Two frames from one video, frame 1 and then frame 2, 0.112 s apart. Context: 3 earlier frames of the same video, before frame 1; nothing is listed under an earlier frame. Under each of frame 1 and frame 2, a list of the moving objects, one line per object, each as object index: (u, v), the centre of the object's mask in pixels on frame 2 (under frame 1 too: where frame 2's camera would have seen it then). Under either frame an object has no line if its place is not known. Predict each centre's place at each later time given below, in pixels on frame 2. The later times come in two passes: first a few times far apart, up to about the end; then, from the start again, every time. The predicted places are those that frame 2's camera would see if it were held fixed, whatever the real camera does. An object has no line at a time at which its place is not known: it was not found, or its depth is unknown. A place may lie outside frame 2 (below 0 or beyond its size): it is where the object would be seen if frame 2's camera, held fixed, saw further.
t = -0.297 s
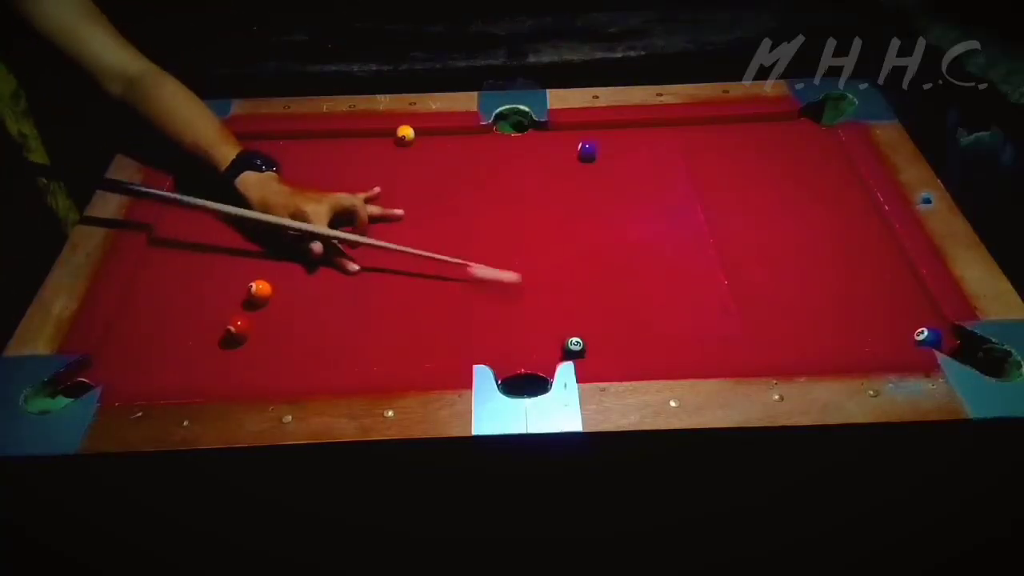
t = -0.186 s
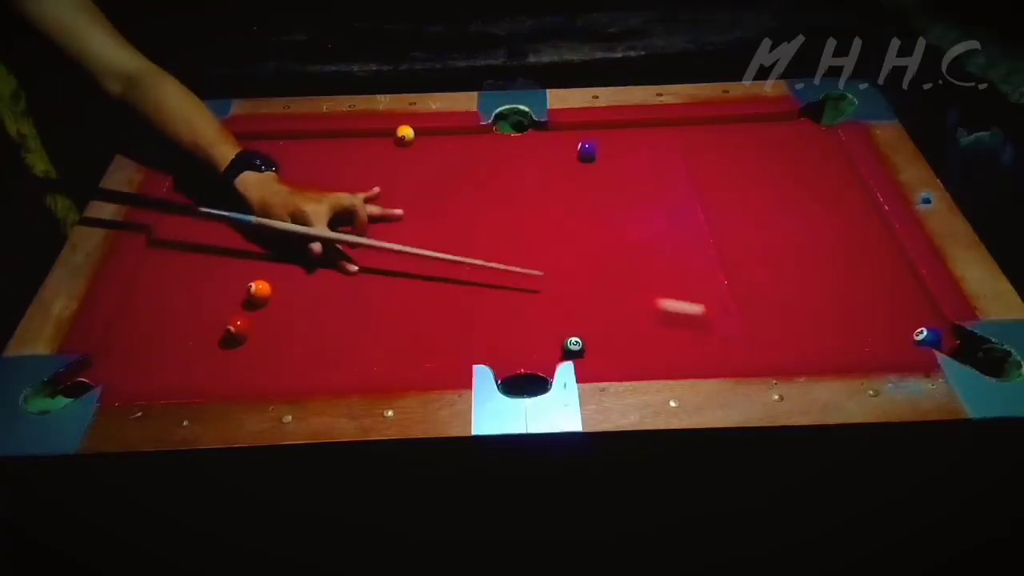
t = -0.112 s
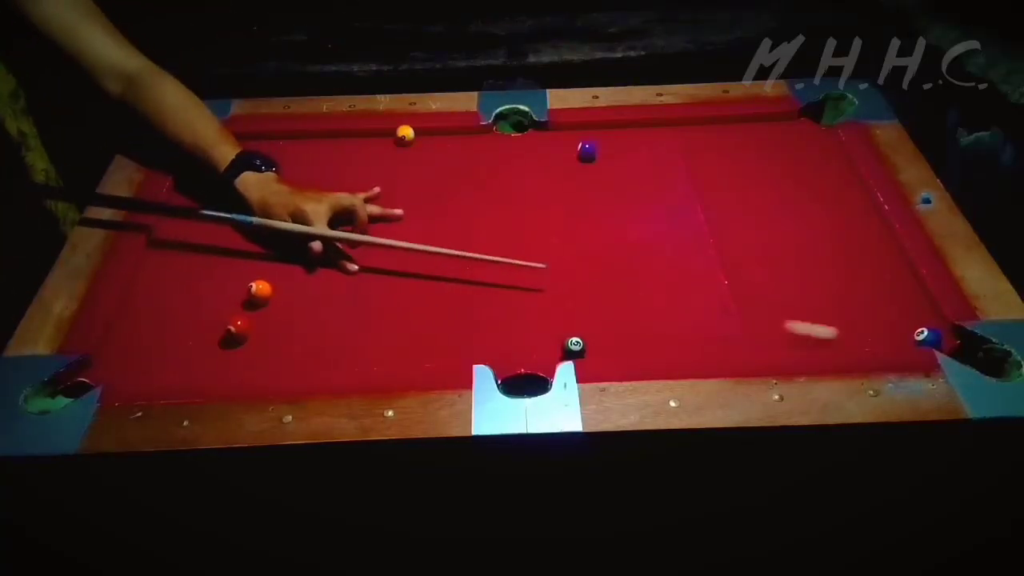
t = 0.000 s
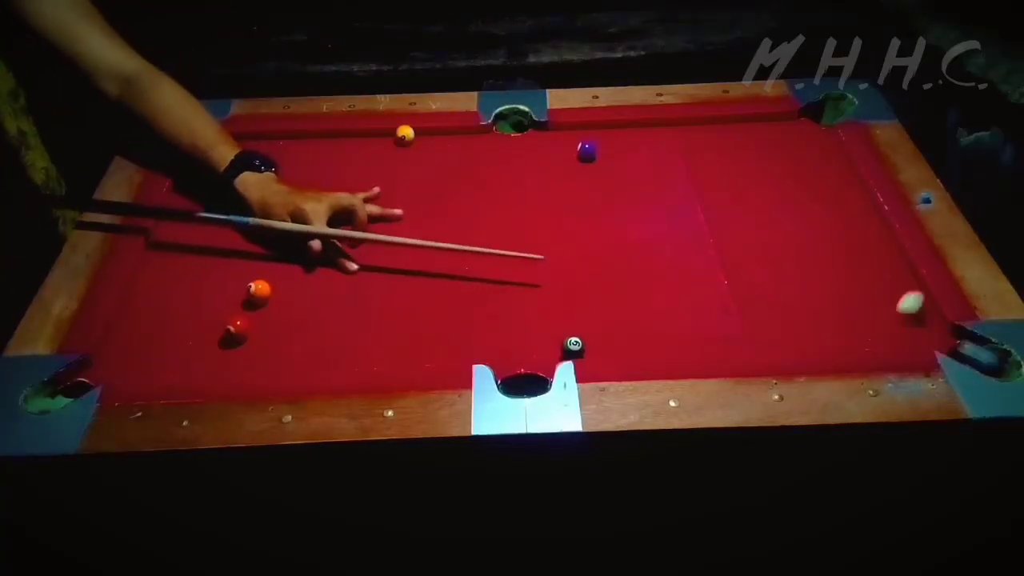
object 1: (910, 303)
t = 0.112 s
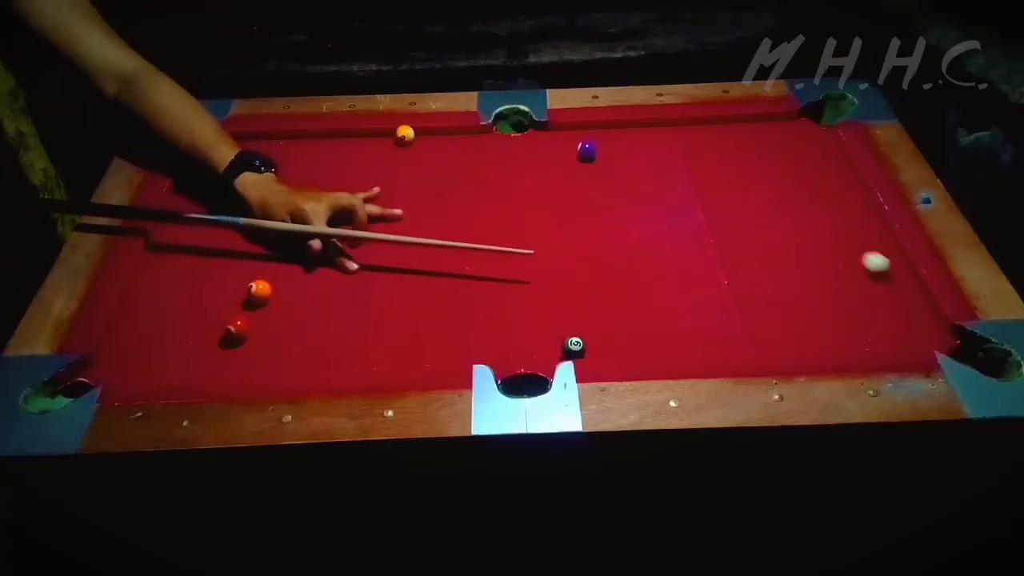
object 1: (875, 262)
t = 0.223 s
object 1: (836, 232)
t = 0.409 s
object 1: (780, 188)
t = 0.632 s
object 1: (726, 147)
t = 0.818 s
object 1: (690, 122)
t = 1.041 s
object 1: (658, 136)
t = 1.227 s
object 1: (633, 146)
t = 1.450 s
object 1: (608, 156)
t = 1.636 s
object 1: (592, 162)
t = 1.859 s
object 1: (577, 168)
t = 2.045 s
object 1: (570, 171)
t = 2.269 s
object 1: (568, 172)
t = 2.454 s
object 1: (568, 172)
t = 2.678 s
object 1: (568, 172)
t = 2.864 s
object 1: (568, 172)
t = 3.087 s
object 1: (568, 172)
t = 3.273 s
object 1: (568, 172)
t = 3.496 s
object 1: (568, 172)
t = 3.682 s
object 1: (568, 172)
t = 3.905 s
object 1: (568, 172)
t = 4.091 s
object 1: (568, 172)
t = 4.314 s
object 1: (568, 172)
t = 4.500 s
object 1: (568, 172)
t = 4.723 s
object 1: (568, 172)
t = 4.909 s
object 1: (568, 172)
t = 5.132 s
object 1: (568, 172)
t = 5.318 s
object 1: (568, 172)
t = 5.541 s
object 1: (568, 172)
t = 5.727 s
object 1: (568, 172)
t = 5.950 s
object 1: (568, 172)
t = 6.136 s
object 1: (569, 172)
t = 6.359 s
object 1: (568, 172)
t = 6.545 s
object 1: (568, 172)
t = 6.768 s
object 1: (568, 172)
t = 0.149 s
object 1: (861, 251)
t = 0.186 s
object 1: (848, 241)
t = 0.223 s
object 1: (836, 232)
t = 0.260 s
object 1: (824, 222)
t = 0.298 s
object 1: (812, 213)
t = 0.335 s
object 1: (801, 204)
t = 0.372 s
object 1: (790, 196)
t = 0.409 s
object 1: (780, 188)
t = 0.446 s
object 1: (770, 181)
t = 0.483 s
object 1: (761, 173)
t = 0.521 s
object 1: (751, 166)
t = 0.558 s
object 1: (743, 159)
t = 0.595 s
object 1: (734, 153)
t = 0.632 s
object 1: (726, 147)
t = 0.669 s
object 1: (718, 141)
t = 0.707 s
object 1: (711, 135)
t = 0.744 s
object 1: (703, 129)
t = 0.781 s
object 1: (696, 124)
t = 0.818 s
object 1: (690, 122)
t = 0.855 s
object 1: (684, 125)
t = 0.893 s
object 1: (678, 127)
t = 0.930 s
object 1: (674, 130)
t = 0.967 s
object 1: (668, 132)
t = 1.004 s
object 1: (663, 135)
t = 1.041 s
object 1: (658, 136)
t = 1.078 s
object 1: (653, 138)
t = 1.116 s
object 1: (647, 140)
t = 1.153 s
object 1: (643, 143)
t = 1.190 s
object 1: (638, 144)
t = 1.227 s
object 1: (633, 146)
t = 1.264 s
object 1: (629, 148)
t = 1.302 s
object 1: (624, 150)
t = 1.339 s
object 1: (620, 152)
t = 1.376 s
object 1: (616, 153)
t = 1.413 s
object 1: (612, 155)
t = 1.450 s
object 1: (608, 156)
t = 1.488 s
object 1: (605, 158)
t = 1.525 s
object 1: (601, 159)
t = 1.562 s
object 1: (598, 160)
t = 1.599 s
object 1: (594, 161)
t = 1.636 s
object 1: (592, 162)
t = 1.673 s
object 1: (589, 164)
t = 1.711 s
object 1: (586, 165)
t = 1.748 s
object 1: (584, 166)
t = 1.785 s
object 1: (581, 167)
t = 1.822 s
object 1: (579, 168)
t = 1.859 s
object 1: (577, 168)
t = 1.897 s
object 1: (576, 169)
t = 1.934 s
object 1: (574, 170)
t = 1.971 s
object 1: (573, 170)
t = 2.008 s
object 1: (571, 171)
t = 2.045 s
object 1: (570, 171)
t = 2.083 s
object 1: (569, 172)
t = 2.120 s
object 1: (569, 172)
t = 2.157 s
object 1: (568, 172)
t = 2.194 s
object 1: (568, 172)
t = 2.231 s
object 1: (568, 172)
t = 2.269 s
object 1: (568, 172)
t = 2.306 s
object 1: (568, 172)
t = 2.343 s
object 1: (568, 172)
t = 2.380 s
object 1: (568, 172)
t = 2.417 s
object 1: (568, 172)
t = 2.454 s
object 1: (568, 172)
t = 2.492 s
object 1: (568, 172)
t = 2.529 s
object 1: (568, 172)
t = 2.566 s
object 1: (568, 172)
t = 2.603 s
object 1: (568, 172)
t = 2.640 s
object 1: (568, 172)
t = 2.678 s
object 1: (568, 172)
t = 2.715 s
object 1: (568, 172)
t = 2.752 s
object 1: (568, 172)
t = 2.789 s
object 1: (568, 172)
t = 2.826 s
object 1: (568, 172)
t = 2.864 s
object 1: (568, 172)
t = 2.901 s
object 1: (568, 172)
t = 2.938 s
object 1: (568, 172)
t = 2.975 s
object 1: (568, 172)
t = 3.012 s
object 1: (568, 172)
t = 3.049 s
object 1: (568, 172)
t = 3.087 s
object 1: (568, 172)
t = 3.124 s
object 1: (568, 172)
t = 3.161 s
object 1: (568, 172)
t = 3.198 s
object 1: (568, 172)
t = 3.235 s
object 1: (568, 172)
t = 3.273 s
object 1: (568, 172)
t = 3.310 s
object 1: (568, 172)
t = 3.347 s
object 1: (568, 172)
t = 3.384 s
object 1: (568, 172)
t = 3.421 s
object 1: (568, 172)
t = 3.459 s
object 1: (568, 172)
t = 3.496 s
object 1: (568, 172)
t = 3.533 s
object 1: (568, 172)
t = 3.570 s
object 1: (568, 172)
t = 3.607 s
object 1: (568, 172)
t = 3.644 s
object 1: (568, 172)
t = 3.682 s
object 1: (568, 172)
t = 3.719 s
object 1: (568, 172)
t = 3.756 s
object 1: (568, 172)
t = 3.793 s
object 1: (568, 172)
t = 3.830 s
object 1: (568, 172)
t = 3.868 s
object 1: (568, 172)
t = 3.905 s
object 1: (568, 172)
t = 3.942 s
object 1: (568, 172)
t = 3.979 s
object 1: (568, 172)
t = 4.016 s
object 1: (568, 172)
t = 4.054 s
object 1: (568, 172)
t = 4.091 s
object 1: (568, 172)
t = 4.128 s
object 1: (568, 172)
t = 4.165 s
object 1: (568, 172)
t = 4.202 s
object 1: (568, 172)
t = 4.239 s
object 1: (568, 172)
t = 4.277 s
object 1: (568, 172)
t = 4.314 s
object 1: (568, 172)
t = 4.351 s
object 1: (568, 172)
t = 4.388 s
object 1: (568, 172)
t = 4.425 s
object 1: (568, 172)
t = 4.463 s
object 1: (568, 172)
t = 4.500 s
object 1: (568, 172)
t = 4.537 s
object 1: (568, 172)
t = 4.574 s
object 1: (568, 172)
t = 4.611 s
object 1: (568, 172)
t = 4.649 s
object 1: (568, 172)
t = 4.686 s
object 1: (568, 172)
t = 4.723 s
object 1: (568, 172)
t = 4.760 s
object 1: (568, 172)
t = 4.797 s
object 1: (568, 172)
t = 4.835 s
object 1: (568, 172)
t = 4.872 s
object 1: (568, 172)
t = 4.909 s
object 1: (568, 172)
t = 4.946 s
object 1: (568, 172)
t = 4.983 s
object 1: (568, 172)
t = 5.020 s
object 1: (568, 172)
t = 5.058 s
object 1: (568, 172)
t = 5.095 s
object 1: (568, 172)
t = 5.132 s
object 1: (568, 172)
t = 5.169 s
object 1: (568, 172)
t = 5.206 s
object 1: (568, 172)
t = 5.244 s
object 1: (568, 172)
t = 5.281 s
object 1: (568, 172)
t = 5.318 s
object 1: (568, 172)
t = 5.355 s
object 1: (568, 172)
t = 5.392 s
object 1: (568, 172)
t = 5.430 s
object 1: (568, 172)
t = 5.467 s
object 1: (568, 172)
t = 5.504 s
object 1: (568, 172)
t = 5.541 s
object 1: (568, 172)
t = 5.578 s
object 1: (568, 172)
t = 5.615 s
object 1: (568, 172)
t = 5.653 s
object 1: (568, 172)
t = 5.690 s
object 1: (568, 172)
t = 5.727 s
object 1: (568, 172)
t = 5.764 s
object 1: (568, 172)
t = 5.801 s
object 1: (568, 172)
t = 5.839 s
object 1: (568, 172)
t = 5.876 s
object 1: (568, 172)
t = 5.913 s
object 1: (568, 172)
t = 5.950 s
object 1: (568, 172)
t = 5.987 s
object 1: (568, 172)
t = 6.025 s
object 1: (568, 172)
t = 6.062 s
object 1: (568, 172)
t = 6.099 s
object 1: (569, 172)
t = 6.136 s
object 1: (569, 172)
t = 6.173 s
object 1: (569, 172)
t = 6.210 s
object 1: (568, 172)
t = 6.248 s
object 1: (569, 172)
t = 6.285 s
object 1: (568, 172)
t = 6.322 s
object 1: (568, 172)
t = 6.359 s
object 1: (568, 172)
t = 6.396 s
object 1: (568, 172)
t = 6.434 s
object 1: (568, 172)
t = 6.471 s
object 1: (568, 172)
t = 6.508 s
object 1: (568, 172)
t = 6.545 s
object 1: (568, 172)
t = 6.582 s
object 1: (568, 172)
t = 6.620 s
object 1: (568, 172)
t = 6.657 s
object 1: (568, 172)
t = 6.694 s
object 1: (568, 172)
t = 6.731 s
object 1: (568, 172)
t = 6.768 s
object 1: (568, 172)
